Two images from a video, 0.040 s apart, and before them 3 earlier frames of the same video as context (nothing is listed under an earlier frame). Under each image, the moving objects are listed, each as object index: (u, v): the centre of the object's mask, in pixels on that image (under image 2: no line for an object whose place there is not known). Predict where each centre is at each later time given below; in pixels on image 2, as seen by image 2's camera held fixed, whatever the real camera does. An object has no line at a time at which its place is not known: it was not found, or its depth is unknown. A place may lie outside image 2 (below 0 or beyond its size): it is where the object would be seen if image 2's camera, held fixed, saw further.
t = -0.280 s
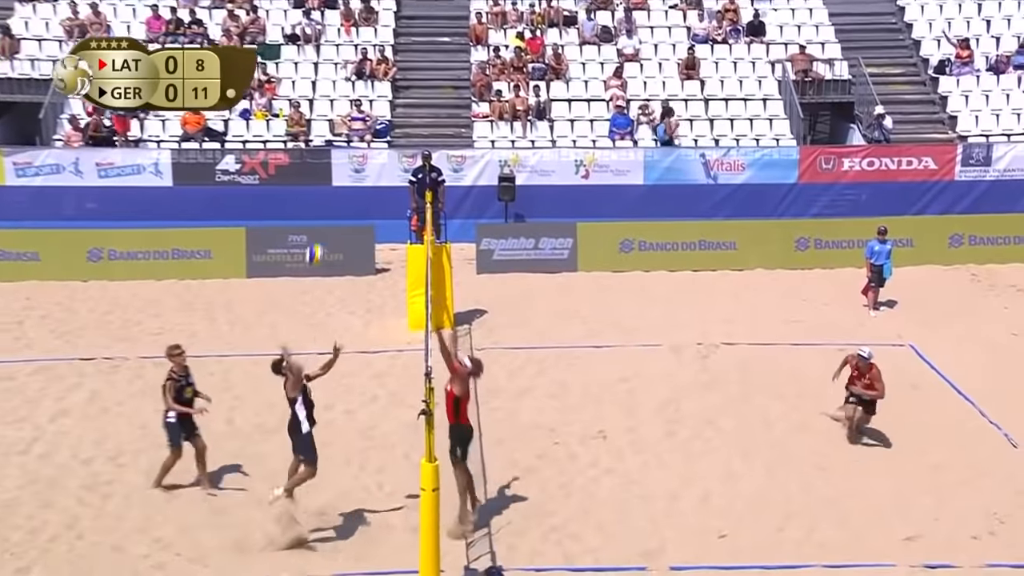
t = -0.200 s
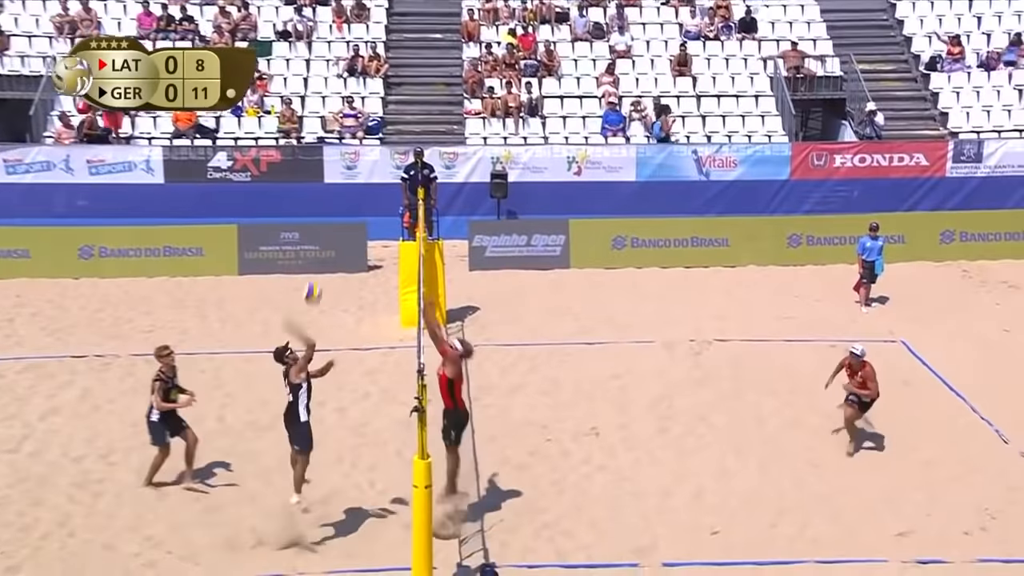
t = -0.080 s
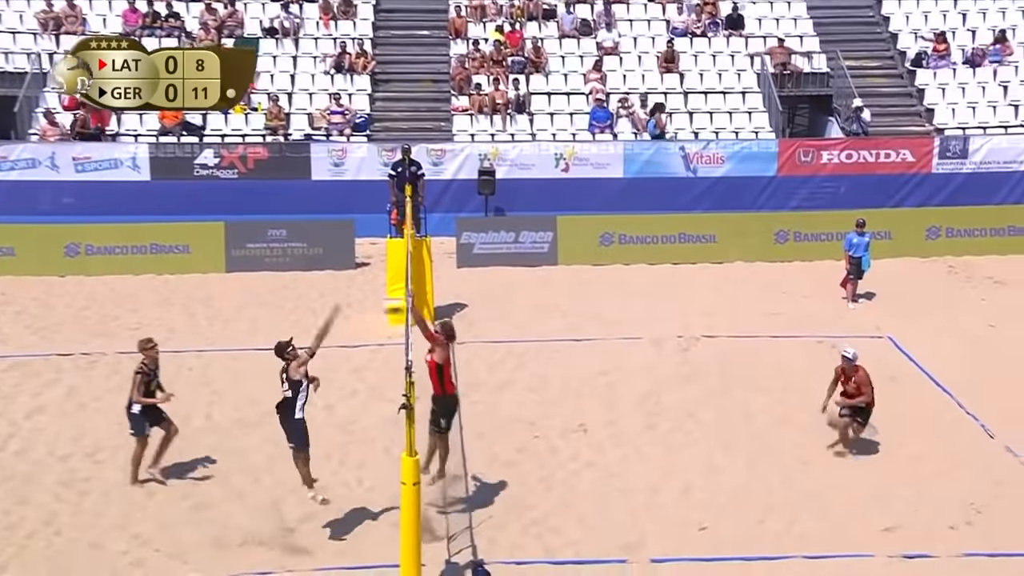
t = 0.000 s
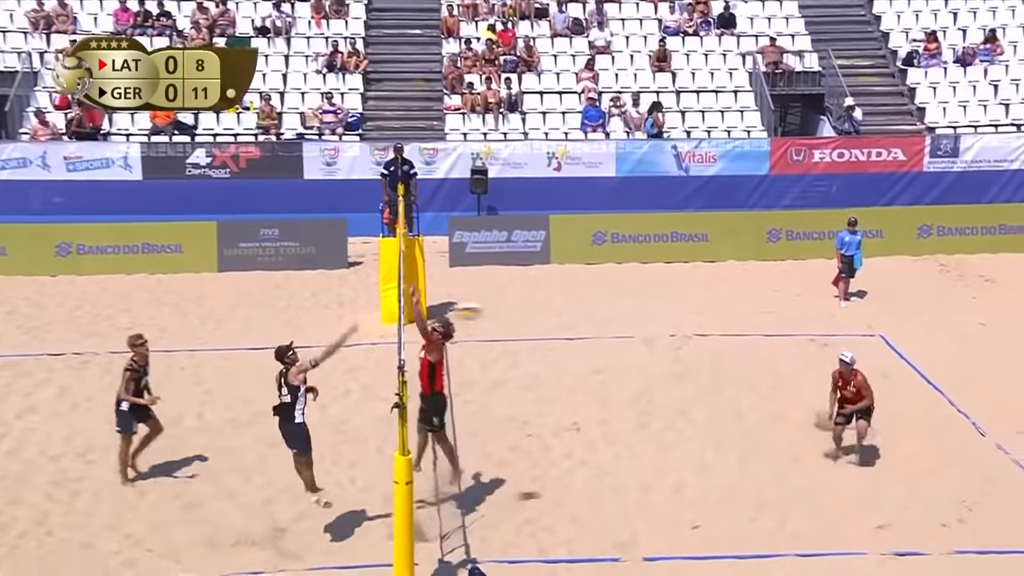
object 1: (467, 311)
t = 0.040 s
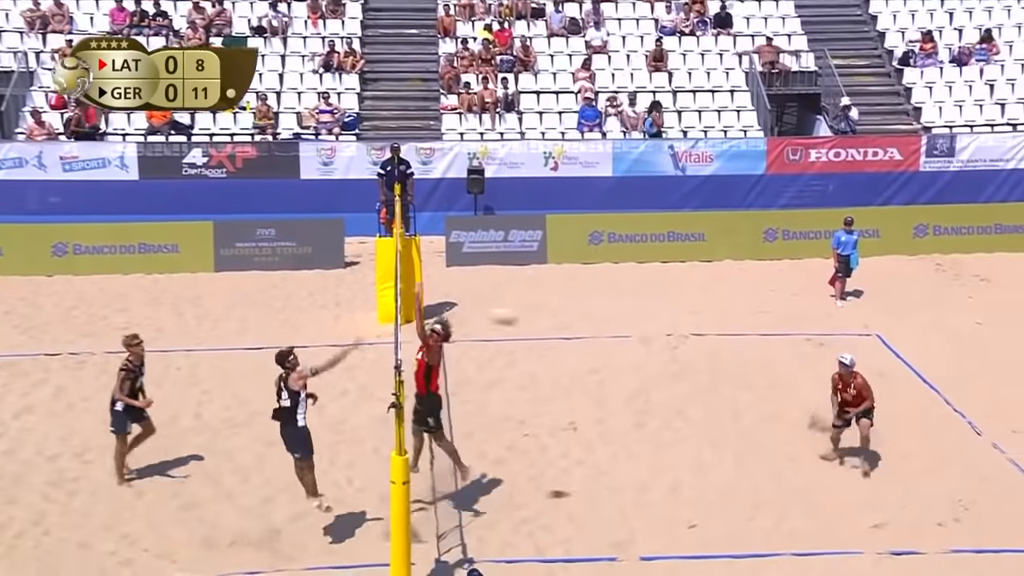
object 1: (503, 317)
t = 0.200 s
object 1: (651, 353)
